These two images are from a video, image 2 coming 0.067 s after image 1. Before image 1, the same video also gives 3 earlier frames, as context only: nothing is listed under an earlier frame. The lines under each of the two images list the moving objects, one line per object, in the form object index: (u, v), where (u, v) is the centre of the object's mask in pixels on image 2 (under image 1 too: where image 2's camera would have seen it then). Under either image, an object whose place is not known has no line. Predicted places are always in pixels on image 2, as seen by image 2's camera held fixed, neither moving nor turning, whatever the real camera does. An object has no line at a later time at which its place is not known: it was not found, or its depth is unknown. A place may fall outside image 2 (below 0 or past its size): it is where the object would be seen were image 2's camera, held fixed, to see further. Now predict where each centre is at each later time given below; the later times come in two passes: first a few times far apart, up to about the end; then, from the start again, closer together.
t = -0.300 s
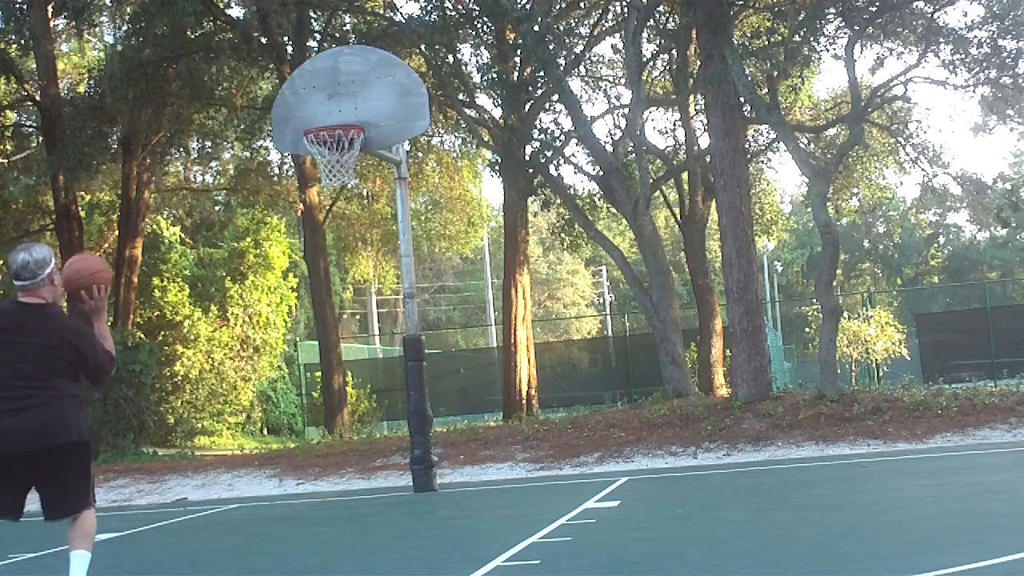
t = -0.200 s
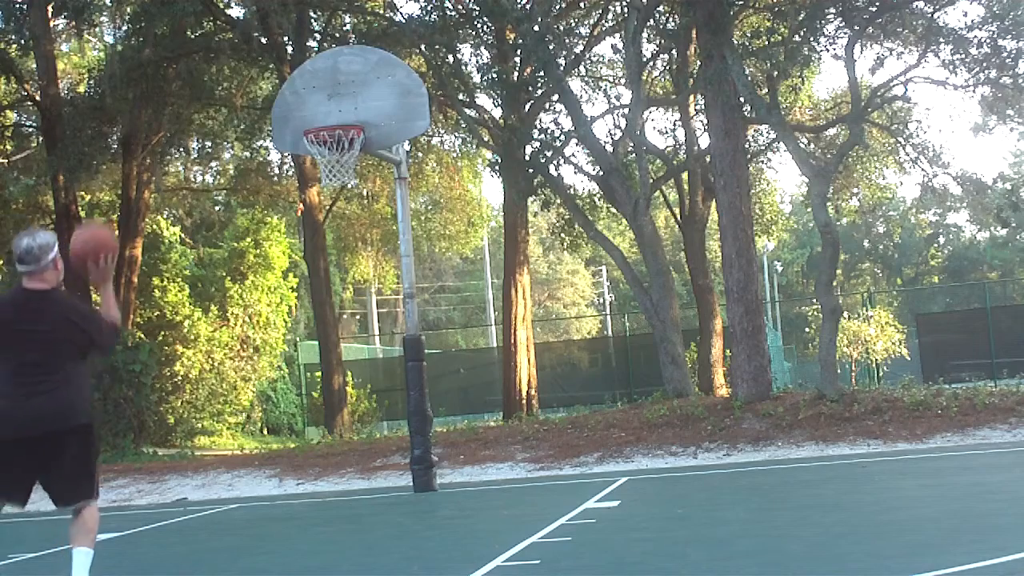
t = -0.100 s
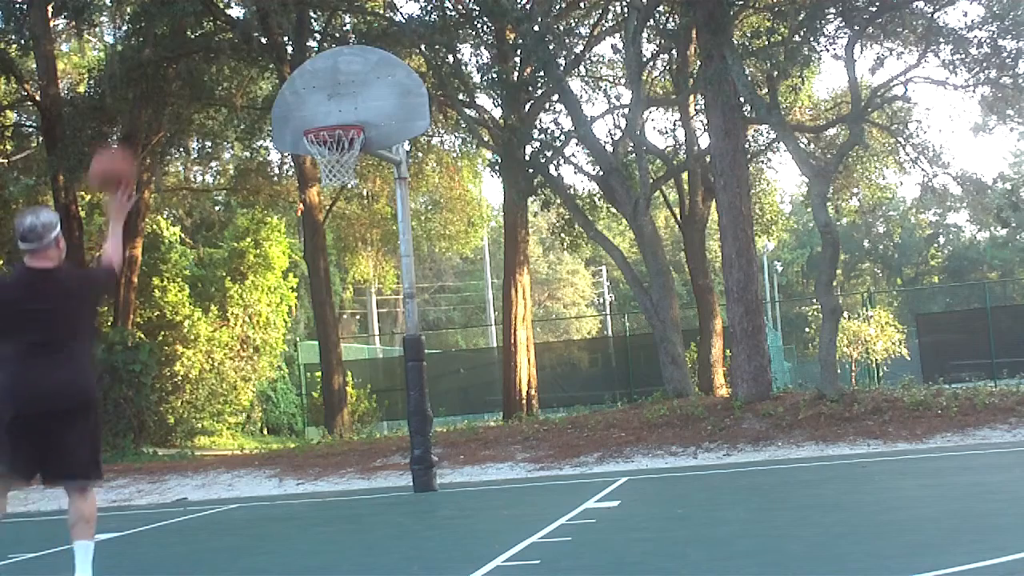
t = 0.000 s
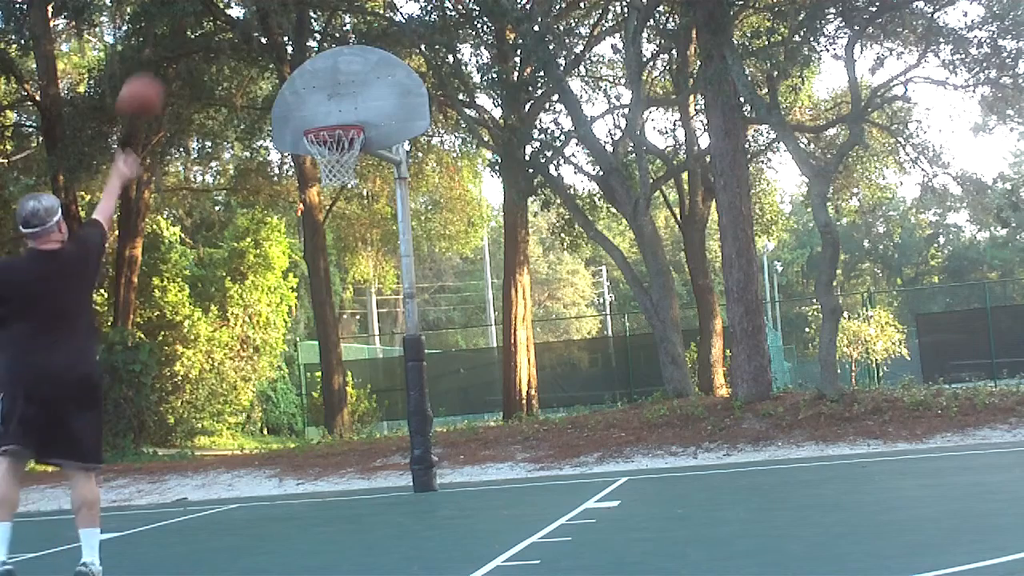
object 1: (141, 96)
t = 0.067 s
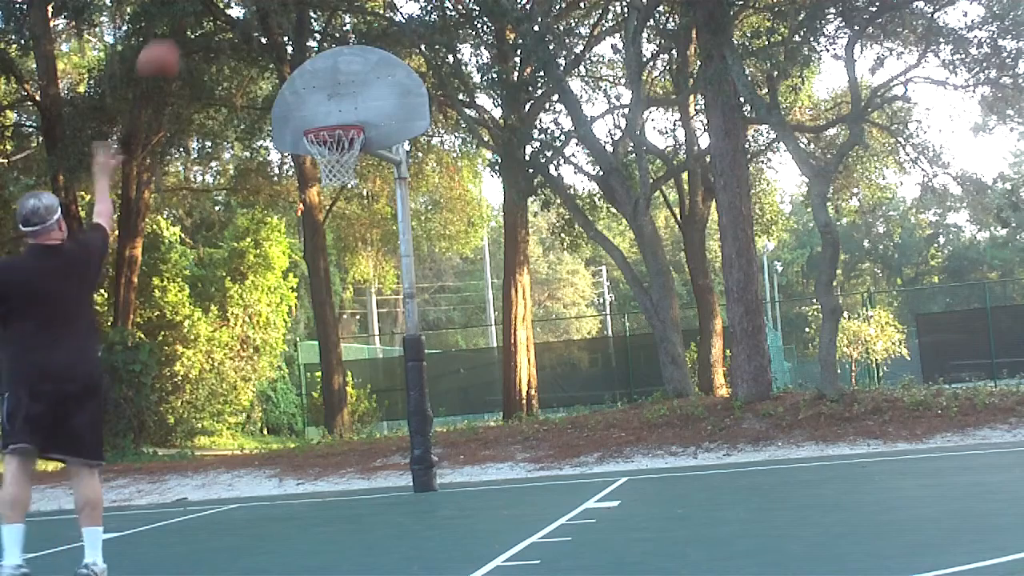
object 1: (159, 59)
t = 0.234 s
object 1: (199, 14)
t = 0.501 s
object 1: (259, 20)
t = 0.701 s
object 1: (299, 88)
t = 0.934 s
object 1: (312, 79)
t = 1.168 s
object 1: (315, 77)
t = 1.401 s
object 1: (302, 106)
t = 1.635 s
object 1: (257, 127)
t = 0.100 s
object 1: (167, 46)
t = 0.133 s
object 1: (176, 34)
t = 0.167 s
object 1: (185, 23)
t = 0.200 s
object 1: (193, 17)
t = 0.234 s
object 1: (199, 14)
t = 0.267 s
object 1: (207, 12)
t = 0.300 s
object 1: (214, 10)
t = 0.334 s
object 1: (223, 9)
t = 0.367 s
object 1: (231, 10)
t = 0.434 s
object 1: (245, 12)
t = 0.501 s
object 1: (259, 20)
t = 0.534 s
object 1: (265, 28)
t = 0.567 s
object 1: (271, 36)
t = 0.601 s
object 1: (279, 48)
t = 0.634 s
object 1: (285, 60)
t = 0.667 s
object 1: (291, 71)
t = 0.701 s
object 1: (299, 88)
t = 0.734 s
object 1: (305, 102)
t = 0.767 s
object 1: (309, 113)
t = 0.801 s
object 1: (310, 105)
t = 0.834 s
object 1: (310, 96)
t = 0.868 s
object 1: (310, 89)
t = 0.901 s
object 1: (312, 84)
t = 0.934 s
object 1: (312, 79)
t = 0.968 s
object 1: (312, 76)
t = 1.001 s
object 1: (313, 74)
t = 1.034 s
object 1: (314, 74)
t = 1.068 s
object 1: (314, 74)
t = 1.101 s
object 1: (315, 76)
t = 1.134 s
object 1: (316, 77)
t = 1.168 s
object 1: (315, 77)
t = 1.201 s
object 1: (312, 77)
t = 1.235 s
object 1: (311, 78)
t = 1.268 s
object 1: (309, 82)
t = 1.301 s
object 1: (308, 85)
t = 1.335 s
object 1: (305, 91)
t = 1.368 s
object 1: (303, 98)
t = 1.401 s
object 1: (302, 106)
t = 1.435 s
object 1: (300, 116)
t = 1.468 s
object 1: (296, 122)
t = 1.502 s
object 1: (288, 121)
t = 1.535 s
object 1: (281, 121)
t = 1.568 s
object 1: (273, 122)
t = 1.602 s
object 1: (265, 124)
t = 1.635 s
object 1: (257, 127)
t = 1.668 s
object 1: (248, 133)
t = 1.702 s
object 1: (242, 139)
